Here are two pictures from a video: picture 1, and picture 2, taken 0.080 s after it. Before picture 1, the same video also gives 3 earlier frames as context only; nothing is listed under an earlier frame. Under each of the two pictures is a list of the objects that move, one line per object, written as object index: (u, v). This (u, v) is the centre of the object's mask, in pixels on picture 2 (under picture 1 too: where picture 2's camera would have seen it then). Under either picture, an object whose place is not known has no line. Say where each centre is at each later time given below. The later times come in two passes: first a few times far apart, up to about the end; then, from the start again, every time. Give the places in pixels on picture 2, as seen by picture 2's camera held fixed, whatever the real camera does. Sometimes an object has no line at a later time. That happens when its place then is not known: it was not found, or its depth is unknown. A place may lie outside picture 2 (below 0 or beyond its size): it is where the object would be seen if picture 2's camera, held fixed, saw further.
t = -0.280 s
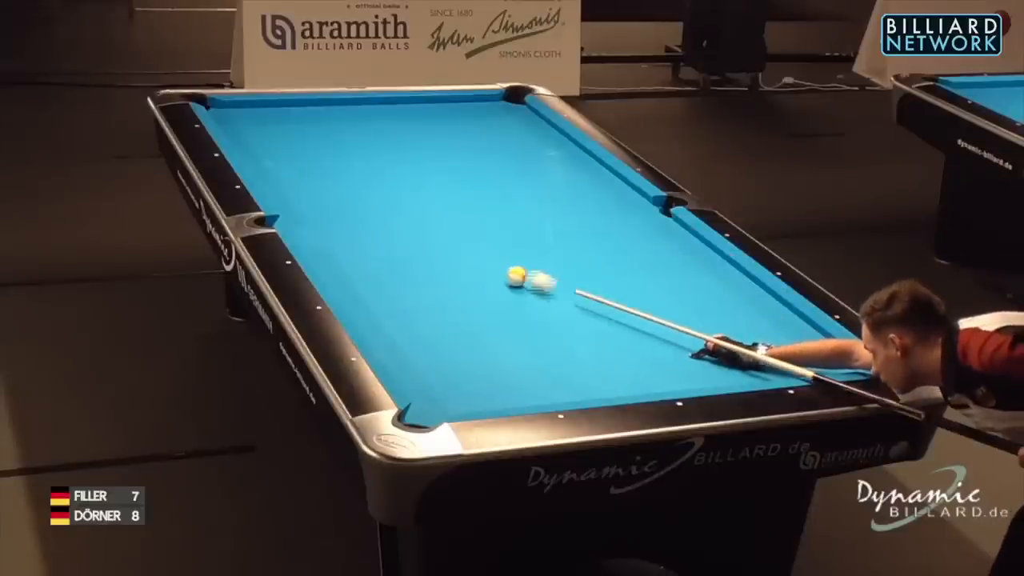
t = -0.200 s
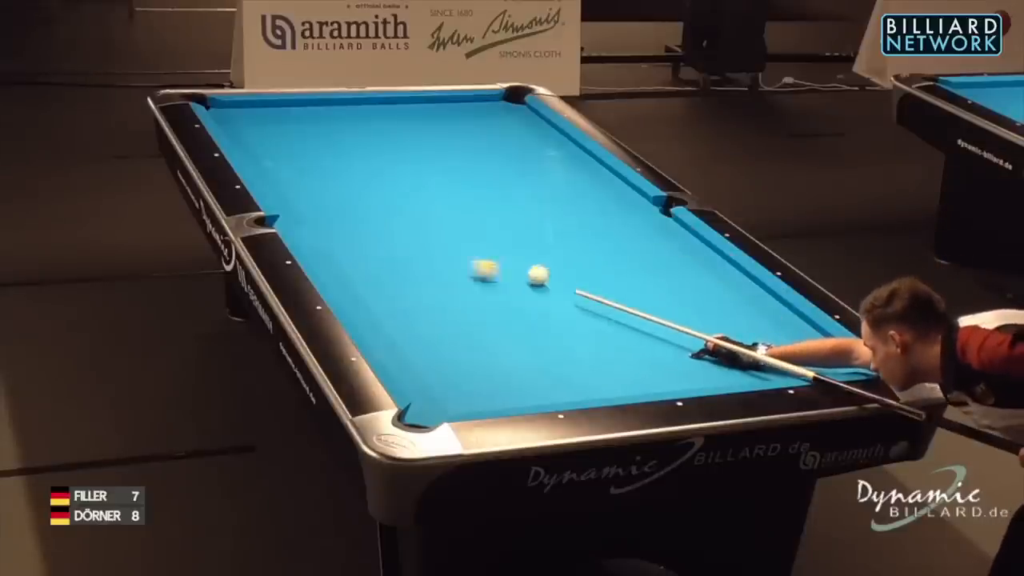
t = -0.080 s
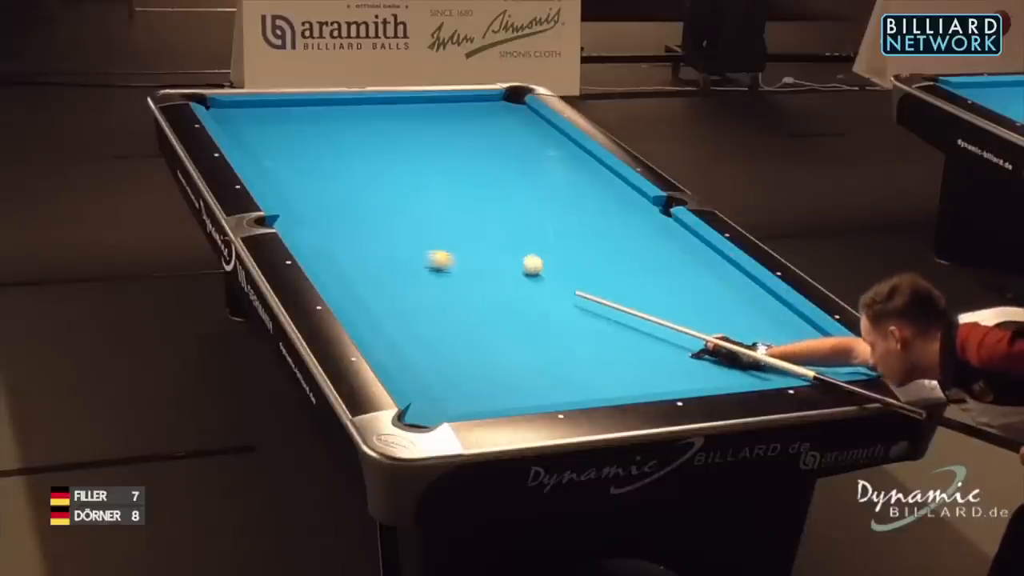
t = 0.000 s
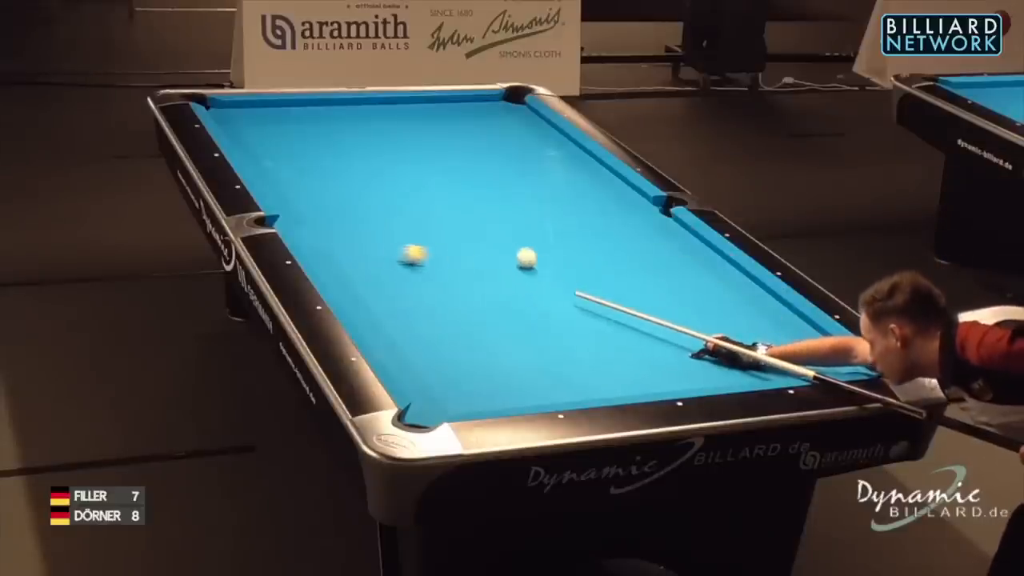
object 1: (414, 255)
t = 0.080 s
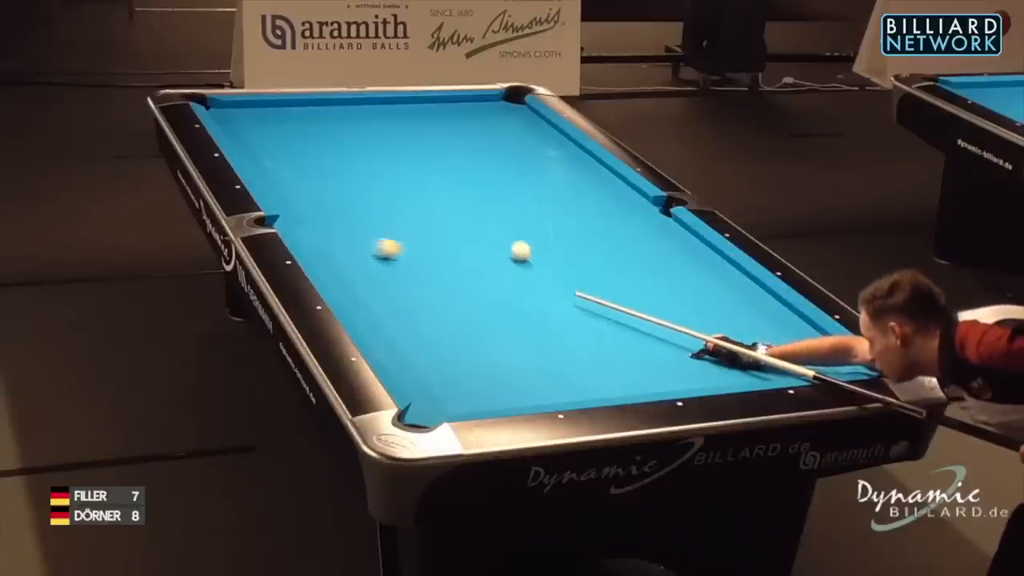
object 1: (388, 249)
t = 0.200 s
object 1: (350, 242)
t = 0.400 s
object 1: (293, 225)
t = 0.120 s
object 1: (375, 247)
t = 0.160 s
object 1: (363, 244)
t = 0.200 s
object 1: (350, 242)
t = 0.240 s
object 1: (338, 239)
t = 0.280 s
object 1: (326, 236)
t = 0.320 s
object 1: (314, 234)
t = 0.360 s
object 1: (304, 230)
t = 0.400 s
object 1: (293, 225)
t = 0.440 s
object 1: (280, 224)
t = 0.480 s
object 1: (269, 224)
